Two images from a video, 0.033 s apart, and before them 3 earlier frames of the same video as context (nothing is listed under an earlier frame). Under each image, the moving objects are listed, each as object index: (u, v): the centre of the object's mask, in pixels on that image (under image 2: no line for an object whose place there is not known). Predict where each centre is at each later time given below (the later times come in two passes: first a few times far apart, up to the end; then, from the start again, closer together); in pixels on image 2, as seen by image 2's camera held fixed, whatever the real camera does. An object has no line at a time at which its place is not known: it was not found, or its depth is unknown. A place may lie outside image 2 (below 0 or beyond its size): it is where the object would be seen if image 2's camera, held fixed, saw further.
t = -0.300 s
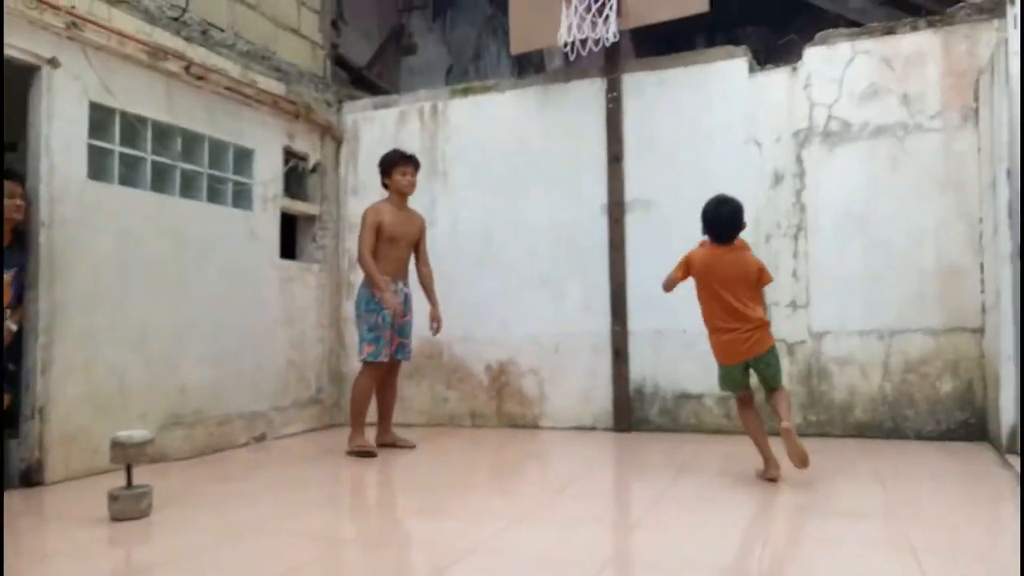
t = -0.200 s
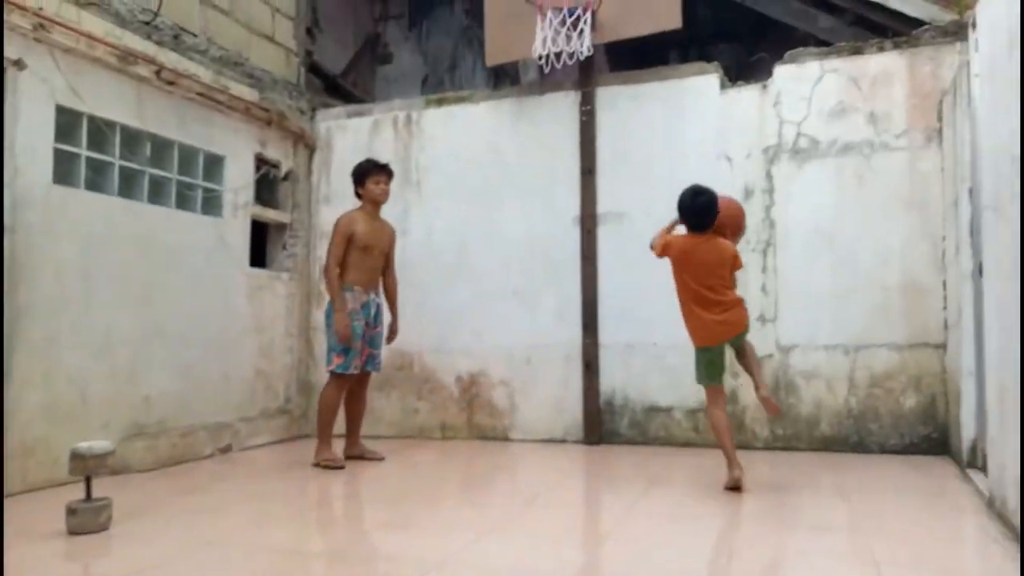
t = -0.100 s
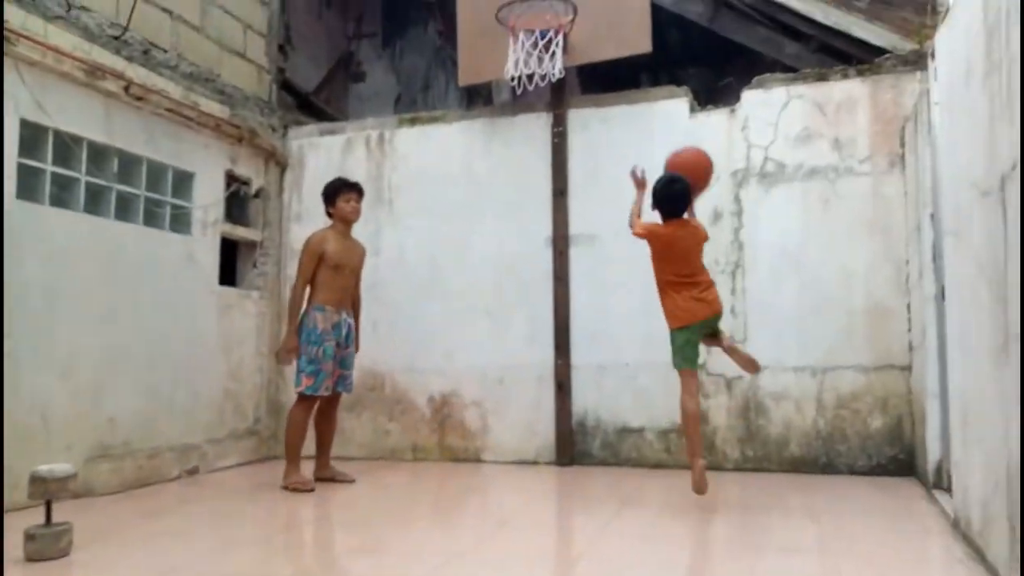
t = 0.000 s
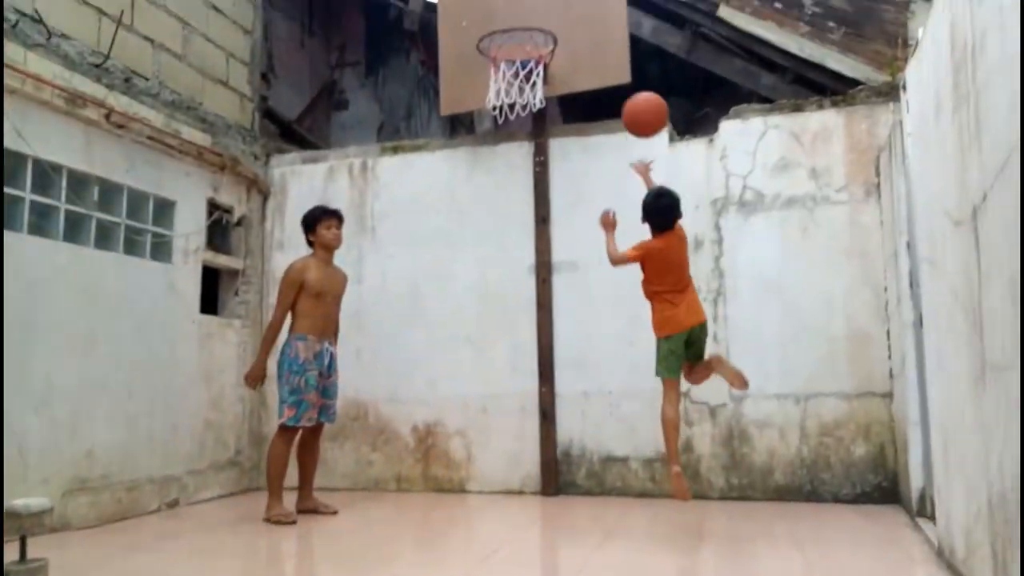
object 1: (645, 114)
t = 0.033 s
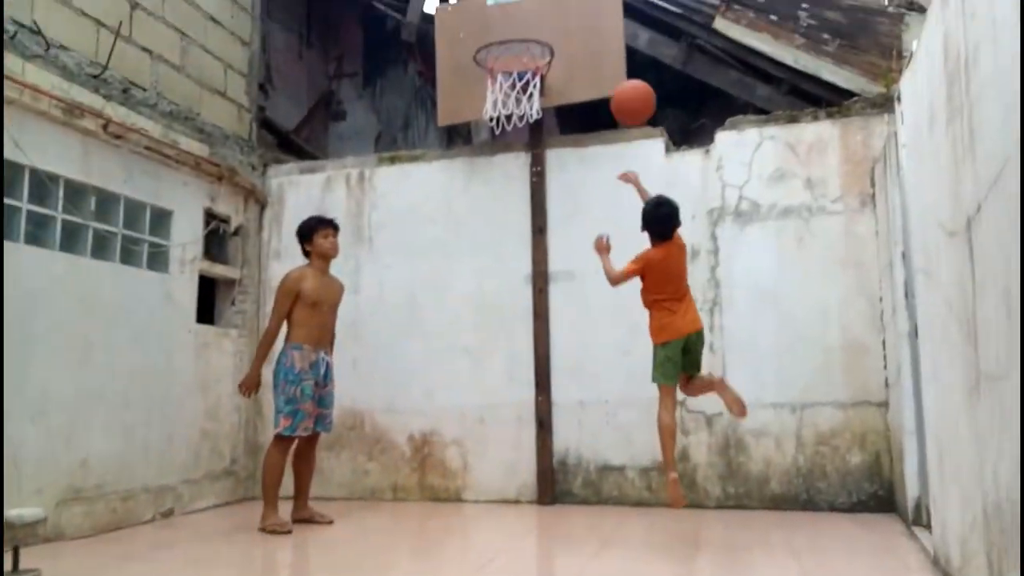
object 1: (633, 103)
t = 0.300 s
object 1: (575, 10)
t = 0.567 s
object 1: (520, 6)
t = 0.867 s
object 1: (495, 27)
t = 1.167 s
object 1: (515, 93)
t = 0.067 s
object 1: (625, 82)
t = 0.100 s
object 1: (617, 64)
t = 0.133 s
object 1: (609, 50)
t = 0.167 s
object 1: (602, 38)
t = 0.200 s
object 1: (595, 27)
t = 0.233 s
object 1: (588, 19)
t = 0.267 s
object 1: (581, 13)
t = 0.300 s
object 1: (575, 10)
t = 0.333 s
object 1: (569, 8)
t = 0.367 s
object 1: (562, 2)
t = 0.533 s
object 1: (526, 1)
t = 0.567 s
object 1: (520, 6)
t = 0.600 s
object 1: (512, 14)
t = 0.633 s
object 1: (505, 23)
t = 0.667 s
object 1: (500, 28)
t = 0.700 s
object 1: (499, 26)
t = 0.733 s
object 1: (498, 25)
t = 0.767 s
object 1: (498, 24)
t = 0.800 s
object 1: (497, 23)
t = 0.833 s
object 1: (496, 24)
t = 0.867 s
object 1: (495, 27)
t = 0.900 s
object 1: (493, 30)
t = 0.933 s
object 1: (492, 35)
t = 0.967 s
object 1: (492, 49)
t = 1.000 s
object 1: (495, 53)
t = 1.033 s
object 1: (498, 58)
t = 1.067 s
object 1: (500, 63)
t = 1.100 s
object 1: (503, 67)
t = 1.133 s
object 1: (509, 75)
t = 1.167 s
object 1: (515, 93)
